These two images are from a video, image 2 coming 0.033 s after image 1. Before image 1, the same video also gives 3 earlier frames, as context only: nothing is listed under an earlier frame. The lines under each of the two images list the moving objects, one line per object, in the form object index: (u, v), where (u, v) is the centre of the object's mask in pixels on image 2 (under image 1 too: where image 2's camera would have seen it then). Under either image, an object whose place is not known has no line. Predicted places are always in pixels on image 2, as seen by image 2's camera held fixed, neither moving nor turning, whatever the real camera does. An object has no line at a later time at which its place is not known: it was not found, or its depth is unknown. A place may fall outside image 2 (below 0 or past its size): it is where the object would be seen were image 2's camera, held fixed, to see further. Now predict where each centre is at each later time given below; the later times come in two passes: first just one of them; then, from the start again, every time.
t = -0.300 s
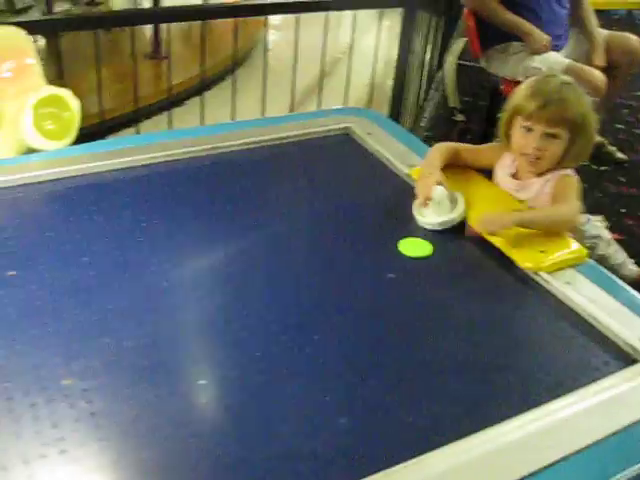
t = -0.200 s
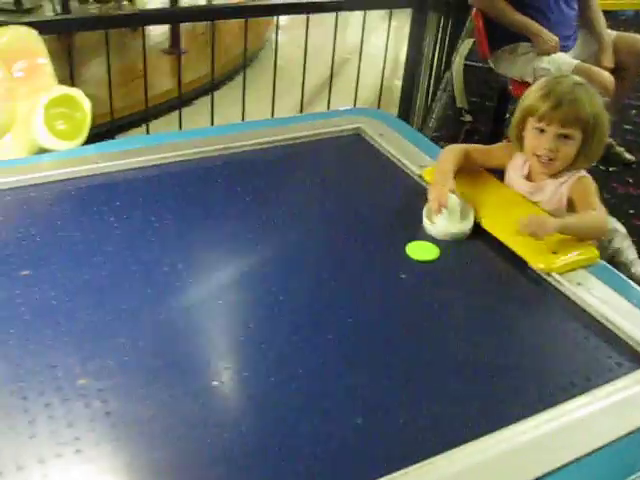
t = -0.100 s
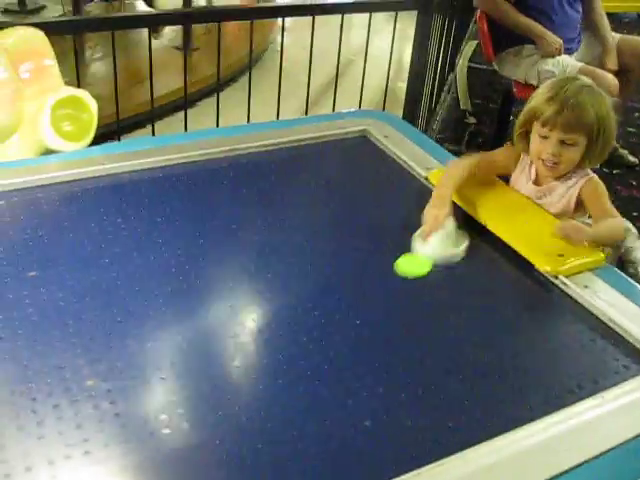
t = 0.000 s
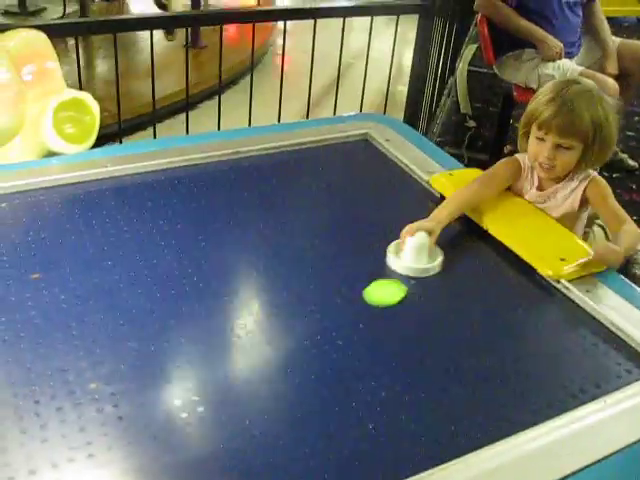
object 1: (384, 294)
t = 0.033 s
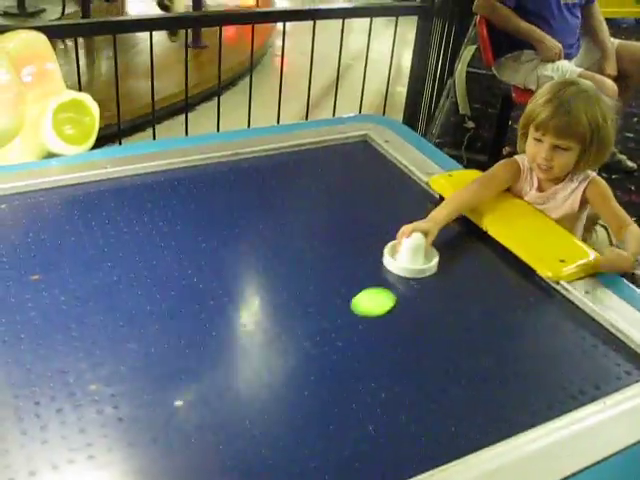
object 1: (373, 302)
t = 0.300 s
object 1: (262, 378)
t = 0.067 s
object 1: (361, 311)
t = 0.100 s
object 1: (349, 320)
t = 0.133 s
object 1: (336, 329)
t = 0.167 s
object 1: (322, 338)
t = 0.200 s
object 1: (308, 348)
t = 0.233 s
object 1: (294, 358)
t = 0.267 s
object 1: (278, 368)
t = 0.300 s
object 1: (262, 378)
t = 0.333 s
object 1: (245, 389)
